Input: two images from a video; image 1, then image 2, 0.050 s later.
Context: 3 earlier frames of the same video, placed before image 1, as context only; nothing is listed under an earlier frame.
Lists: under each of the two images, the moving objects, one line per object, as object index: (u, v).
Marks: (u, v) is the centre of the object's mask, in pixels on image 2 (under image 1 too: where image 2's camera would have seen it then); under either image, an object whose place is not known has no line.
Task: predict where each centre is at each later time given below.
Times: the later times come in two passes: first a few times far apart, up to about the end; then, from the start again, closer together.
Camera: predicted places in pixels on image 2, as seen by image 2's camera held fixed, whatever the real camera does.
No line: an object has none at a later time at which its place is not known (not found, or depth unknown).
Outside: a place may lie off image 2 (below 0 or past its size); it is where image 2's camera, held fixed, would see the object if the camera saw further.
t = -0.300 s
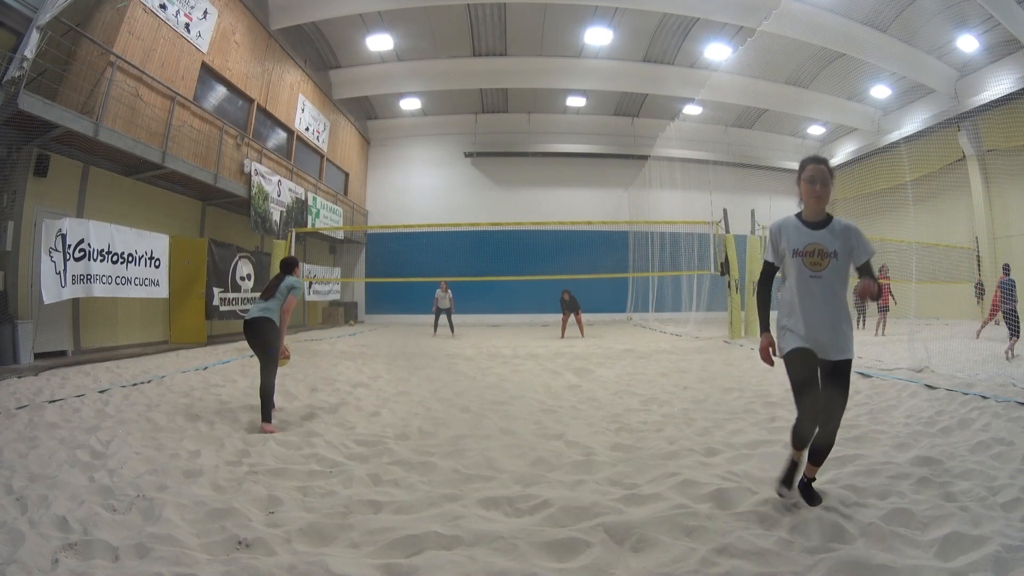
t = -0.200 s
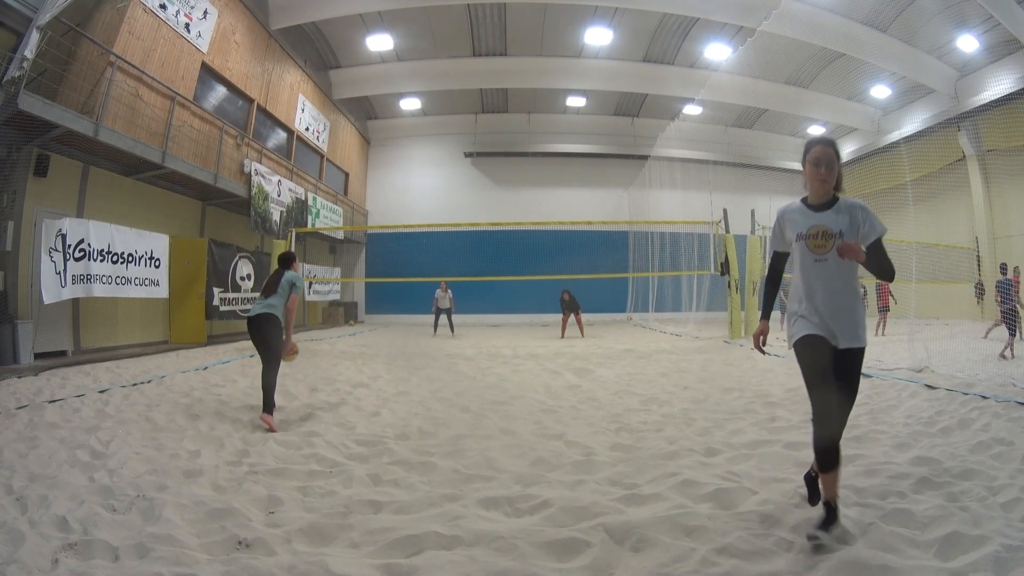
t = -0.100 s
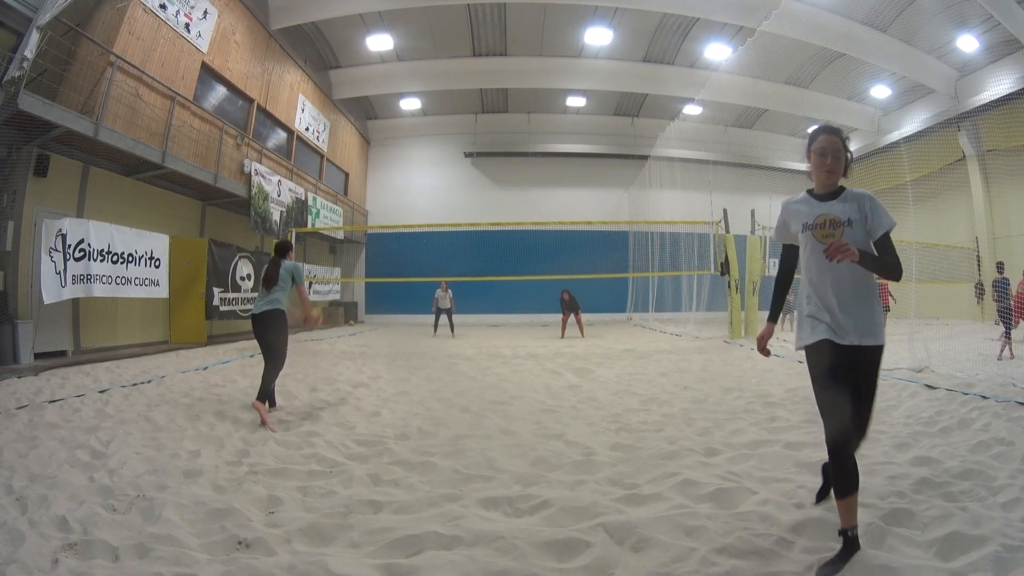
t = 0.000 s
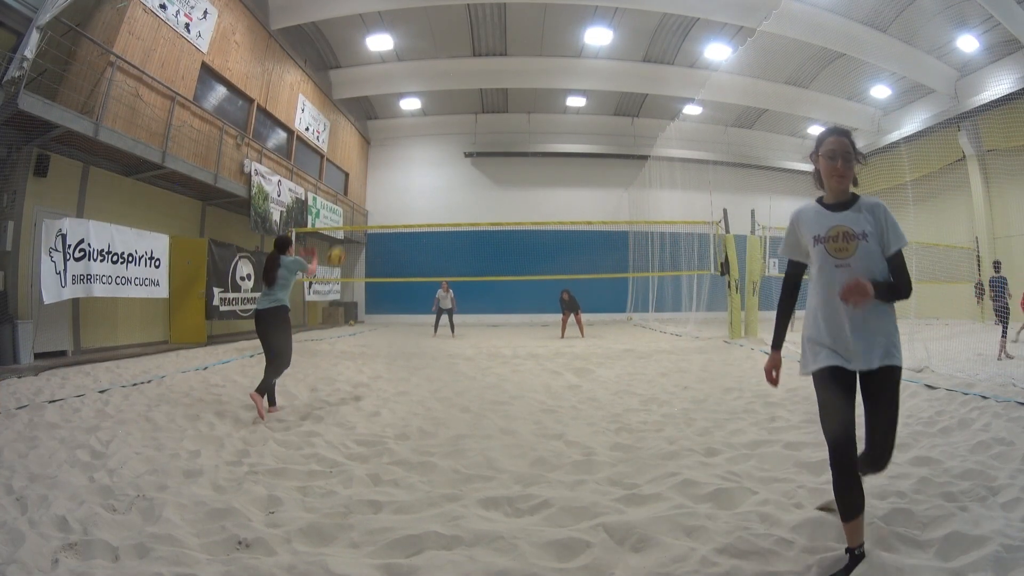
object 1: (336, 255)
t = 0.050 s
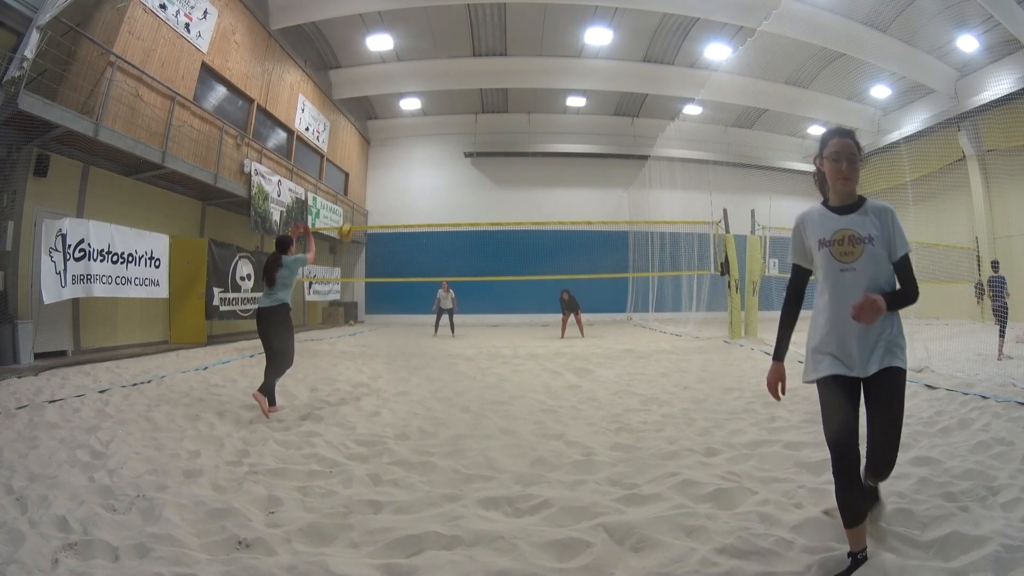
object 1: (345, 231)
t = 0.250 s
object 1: (376, 178)
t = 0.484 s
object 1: (399, 163)
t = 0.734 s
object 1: (416, 180)
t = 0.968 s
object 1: (428, 216)
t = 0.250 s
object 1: (376, 178)
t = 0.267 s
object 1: (378, 175)
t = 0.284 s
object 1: (380, 173)
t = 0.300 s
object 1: (382, 171)
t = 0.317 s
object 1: (384, 169)
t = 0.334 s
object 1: (386, 167)
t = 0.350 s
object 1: (387, 166)
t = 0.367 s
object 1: (389, 165)
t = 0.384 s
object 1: (390, 164)
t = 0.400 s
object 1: (392, 163)
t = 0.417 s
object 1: (393, 163)
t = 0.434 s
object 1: (395, 163)
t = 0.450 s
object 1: (396, 163)
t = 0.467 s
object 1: (398, 163)
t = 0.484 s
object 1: (399, 163)
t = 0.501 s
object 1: (401, 163)
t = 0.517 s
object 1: (402, 163)
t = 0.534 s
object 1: (403, 163)
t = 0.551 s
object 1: (404, 164)
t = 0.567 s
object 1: (406, 165)
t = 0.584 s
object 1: (407, 166)
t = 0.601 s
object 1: (408, 168)
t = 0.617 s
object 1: (409, 169)
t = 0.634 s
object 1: (410, 170)
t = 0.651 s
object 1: (411, 171)
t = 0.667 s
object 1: (412, 173)
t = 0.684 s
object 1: (413, 175)
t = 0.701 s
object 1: (414, 176)
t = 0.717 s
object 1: (415, 178)
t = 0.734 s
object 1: (416, 180)
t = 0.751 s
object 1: (417, 182)
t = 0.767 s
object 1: (418, 184)
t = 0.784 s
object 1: (419, 186)
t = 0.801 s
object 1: (420, 188)
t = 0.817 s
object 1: (421, 191)
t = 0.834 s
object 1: (422, 193)
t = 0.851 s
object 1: (422, 195)
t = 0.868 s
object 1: (423, 198)
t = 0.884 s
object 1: (424, 201)
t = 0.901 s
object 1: (425, 204)
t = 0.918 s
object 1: (425, 207)
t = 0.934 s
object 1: (426, 210)
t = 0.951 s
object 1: (427, 213)
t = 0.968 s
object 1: (428, 216)
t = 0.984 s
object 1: (428, 218)
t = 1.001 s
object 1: (429, 221)
